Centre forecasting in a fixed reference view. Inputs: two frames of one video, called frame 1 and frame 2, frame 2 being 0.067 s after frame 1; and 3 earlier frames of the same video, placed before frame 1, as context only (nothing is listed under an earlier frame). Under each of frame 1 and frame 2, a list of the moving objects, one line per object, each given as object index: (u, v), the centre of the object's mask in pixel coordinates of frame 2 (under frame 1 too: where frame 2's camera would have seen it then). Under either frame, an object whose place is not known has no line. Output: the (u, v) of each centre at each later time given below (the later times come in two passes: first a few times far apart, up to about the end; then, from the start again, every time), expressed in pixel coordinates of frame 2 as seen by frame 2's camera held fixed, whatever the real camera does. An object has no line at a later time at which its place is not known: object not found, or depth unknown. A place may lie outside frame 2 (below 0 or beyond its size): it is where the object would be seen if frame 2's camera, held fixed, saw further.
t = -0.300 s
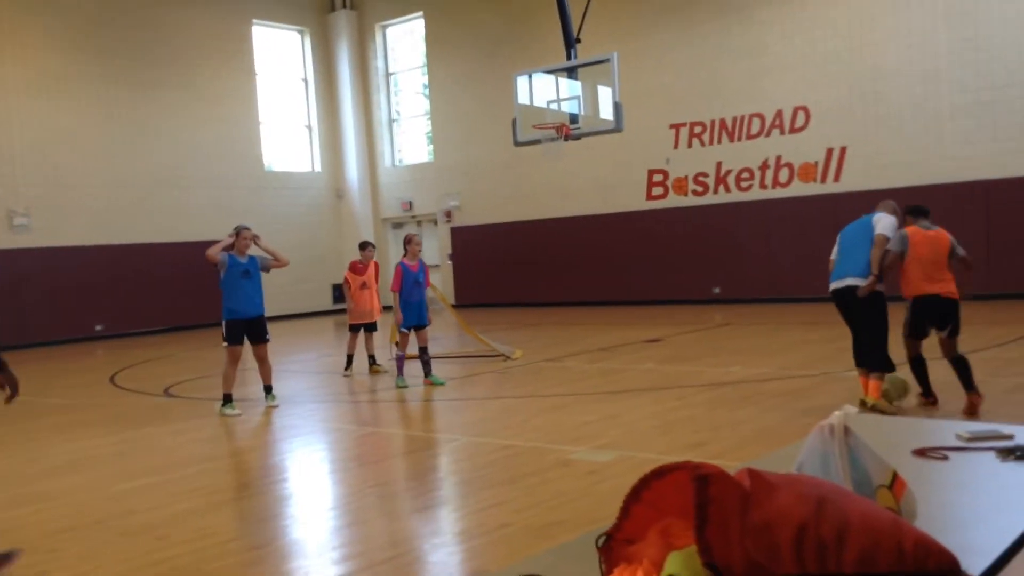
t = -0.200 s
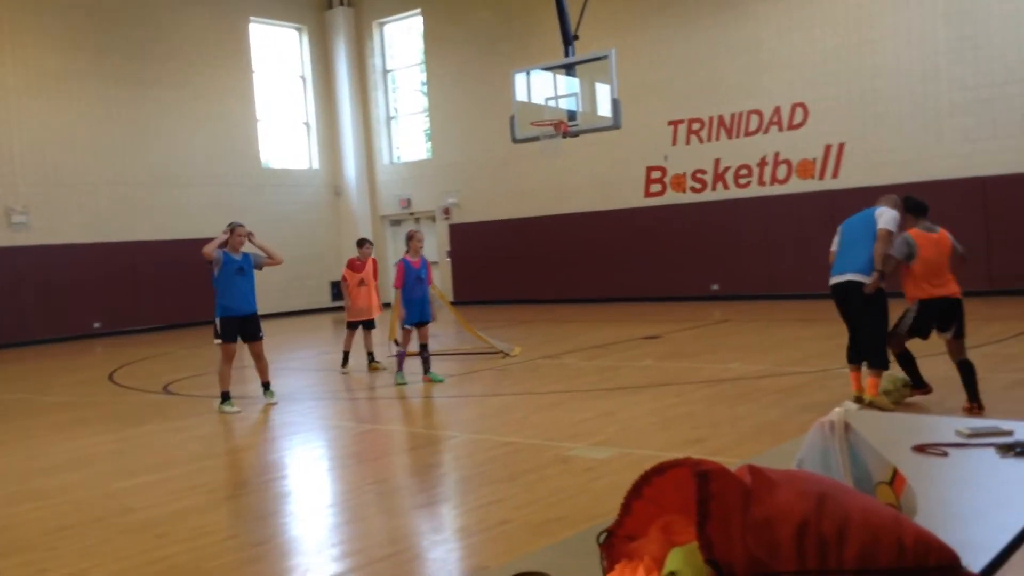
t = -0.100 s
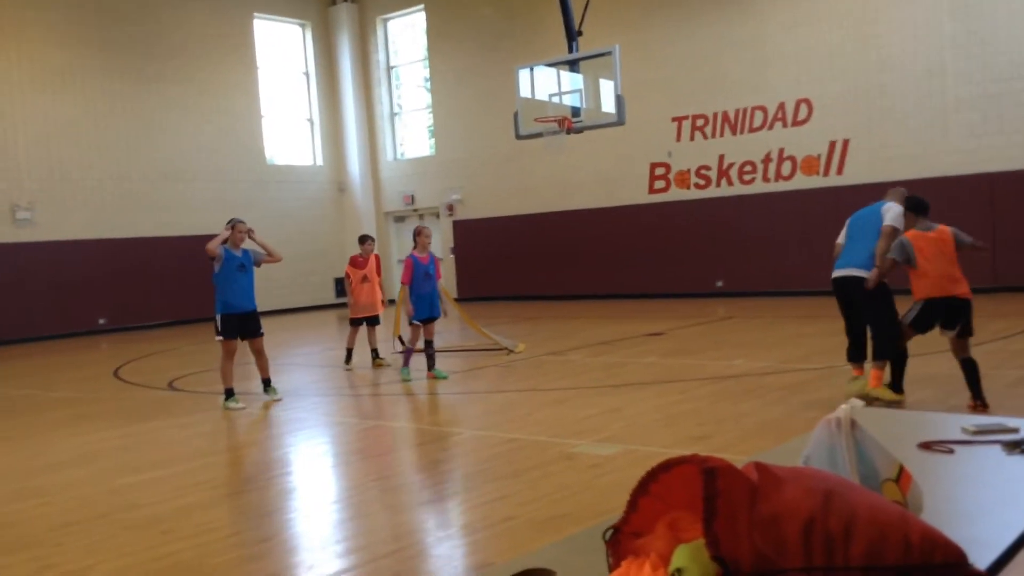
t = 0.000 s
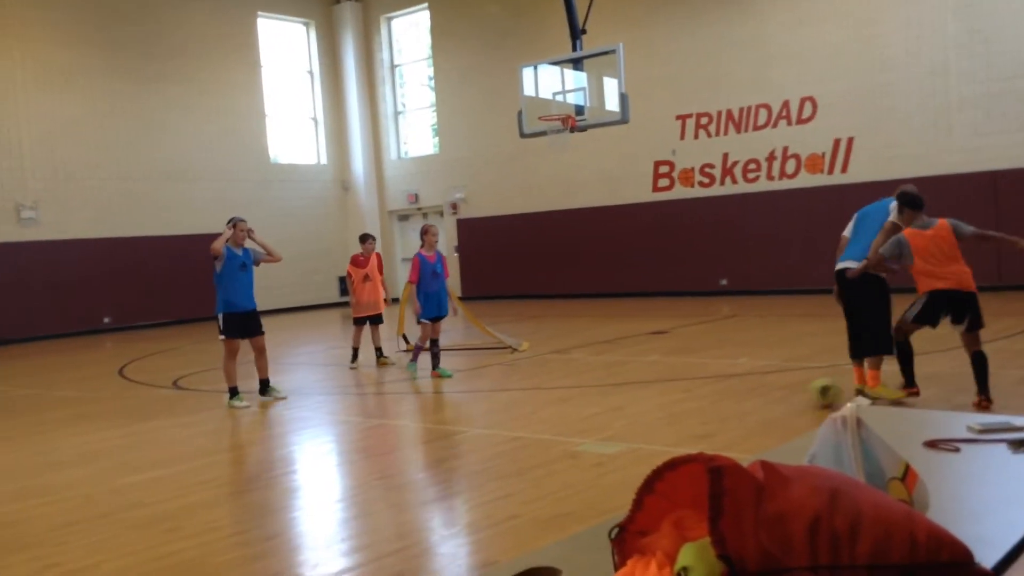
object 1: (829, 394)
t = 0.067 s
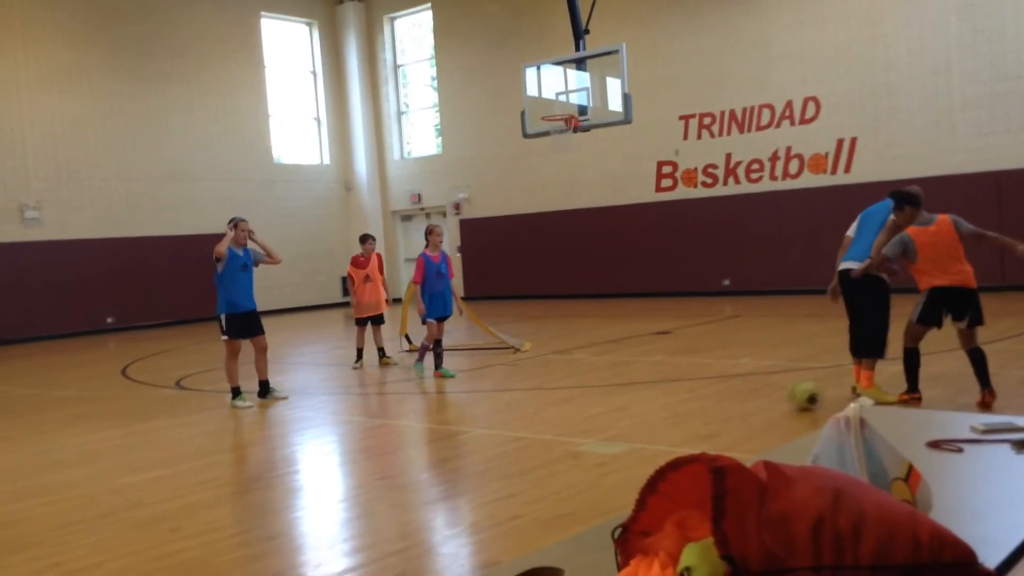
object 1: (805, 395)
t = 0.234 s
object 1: (755, 401)
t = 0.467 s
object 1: (684, 409)
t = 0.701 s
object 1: (615, 417)
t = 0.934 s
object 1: (544, 426)
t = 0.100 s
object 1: (795, 397)
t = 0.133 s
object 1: (787, 397)
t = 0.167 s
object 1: (775, 398)
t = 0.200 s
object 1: (764, 400)
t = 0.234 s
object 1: (755, 401)
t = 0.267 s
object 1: (745, 402)
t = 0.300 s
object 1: (735, 404)
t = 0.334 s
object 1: (724, 405)
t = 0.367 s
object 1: (715, 407)
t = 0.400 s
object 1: (706, 407)
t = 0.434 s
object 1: (695, 407)
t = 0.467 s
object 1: (684, 409)
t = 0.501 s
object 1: (675, 411)
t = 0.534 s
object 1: (665, 411)
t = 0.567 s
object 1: (655, 413)
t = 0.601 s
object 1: (644, 413)
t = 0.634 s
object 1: (635, 415)
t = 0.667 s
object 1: (625, 416)
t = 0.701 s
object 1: (615, 417)
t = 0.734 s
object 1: (604, 418)
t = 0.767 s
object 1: (594, 420)
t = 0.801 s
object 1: (585, 421)
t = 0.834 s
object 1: (574, 422)
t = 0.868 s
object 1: (564, 423)
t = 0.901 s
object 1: (553, 424)
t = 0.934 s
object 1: (544, 426)
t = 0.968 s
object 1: (533, 426)
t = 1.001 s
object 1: (522, 426)
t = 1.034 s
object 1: (512, 428)
